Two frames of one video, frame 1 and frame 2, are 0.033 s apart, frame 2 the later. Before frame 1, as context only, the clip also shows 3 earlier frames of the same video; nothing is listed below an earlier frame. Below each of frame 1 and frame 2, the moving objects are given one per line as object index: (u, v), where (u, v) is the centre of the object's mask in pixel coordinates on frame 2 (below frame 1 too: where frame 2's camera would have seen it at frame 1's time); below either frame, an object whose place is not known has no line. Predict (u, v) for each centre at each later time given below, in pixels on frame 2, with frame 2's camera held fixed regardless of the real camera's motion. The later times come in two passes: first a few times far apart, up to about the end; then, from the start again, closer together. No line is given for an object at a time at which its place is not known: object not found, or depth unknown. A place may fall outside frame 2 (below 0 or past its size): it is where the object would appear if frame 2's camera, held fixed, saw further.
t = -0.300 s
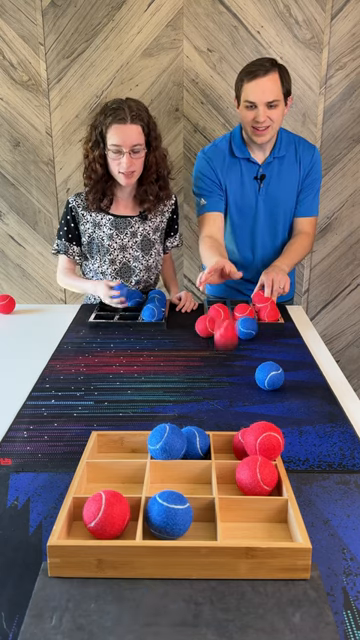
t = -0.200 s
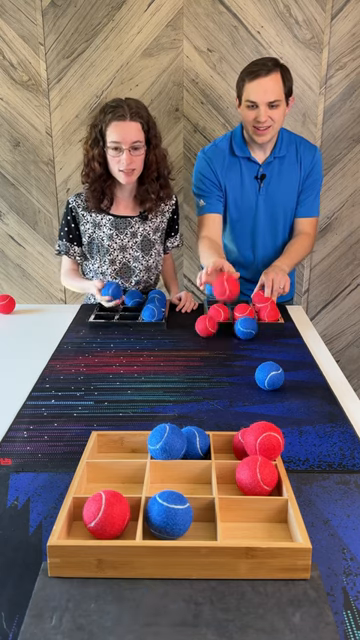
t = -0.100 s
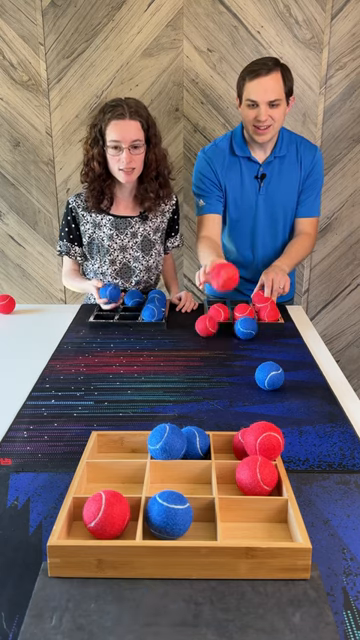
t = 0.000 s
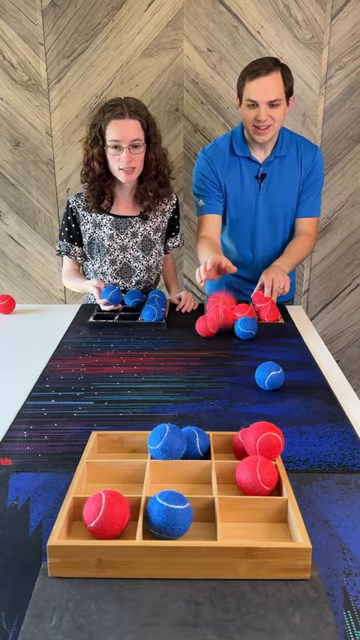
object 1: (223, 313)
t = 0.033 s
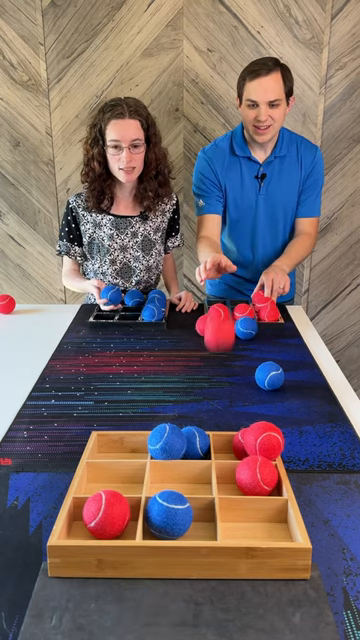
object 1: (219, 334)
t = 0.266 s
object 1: (212, 378)
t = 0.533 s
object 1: (201, 460)
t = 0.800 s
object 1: (271, 539)
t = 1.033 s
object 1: (343, 625)
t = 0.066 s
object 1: (218, 357)
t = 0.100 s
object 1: (216, 389)
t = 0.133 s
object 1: (215, 396)
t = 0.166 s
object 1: (215, 385)
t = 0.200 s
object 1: (214, 378)
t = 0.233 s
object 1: (213, 376)
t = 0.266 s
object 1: (212, 378)
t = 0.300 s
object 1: (211, 386)
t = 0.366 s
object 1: (207, 421)
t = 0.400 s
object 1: (205, 442)
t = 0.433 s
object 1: (205, 438)
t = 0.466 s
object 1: (203, 439)
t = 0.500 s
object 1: (202, 446)
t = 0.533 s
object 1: (201, 460)
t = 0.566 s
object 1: (200, 482)
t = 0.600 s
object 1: (208, 494)
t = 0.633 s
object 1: (218, 499)
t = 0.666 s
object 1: (228, 508)
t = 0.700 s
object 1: (239, 515)
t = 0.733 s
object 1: (250, 517)
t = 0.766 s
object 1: (261, 528)
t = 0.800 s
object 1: (271, 539)
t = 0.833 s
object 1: (283, 557)
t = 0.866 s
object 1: (294, 582)
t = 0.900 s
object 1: (307, 596)
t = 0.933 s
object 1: (320, 598)
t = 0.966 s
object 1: (330, 606)
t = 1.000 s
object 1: (336, 615)
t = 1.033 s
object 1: (343, 625)
